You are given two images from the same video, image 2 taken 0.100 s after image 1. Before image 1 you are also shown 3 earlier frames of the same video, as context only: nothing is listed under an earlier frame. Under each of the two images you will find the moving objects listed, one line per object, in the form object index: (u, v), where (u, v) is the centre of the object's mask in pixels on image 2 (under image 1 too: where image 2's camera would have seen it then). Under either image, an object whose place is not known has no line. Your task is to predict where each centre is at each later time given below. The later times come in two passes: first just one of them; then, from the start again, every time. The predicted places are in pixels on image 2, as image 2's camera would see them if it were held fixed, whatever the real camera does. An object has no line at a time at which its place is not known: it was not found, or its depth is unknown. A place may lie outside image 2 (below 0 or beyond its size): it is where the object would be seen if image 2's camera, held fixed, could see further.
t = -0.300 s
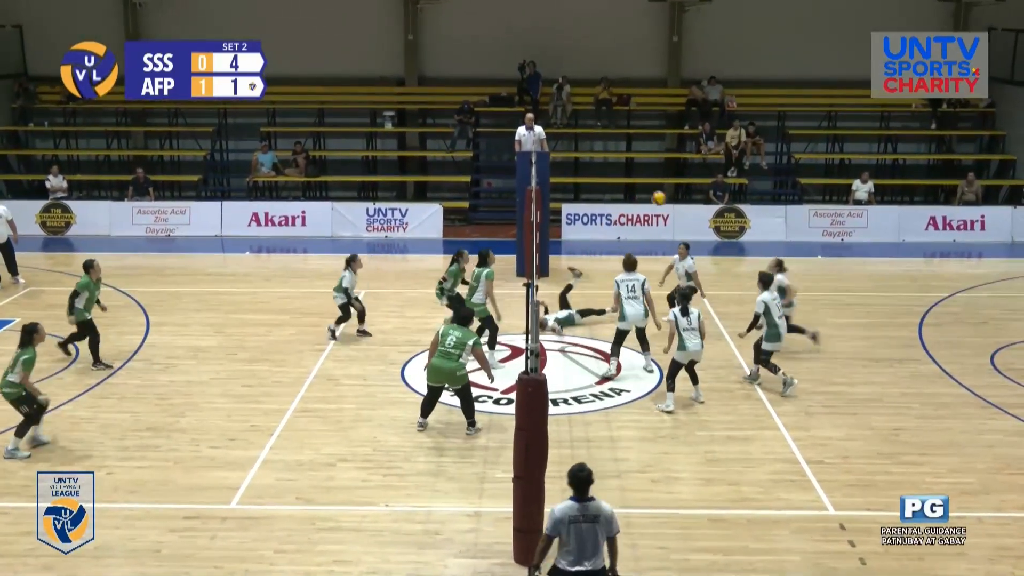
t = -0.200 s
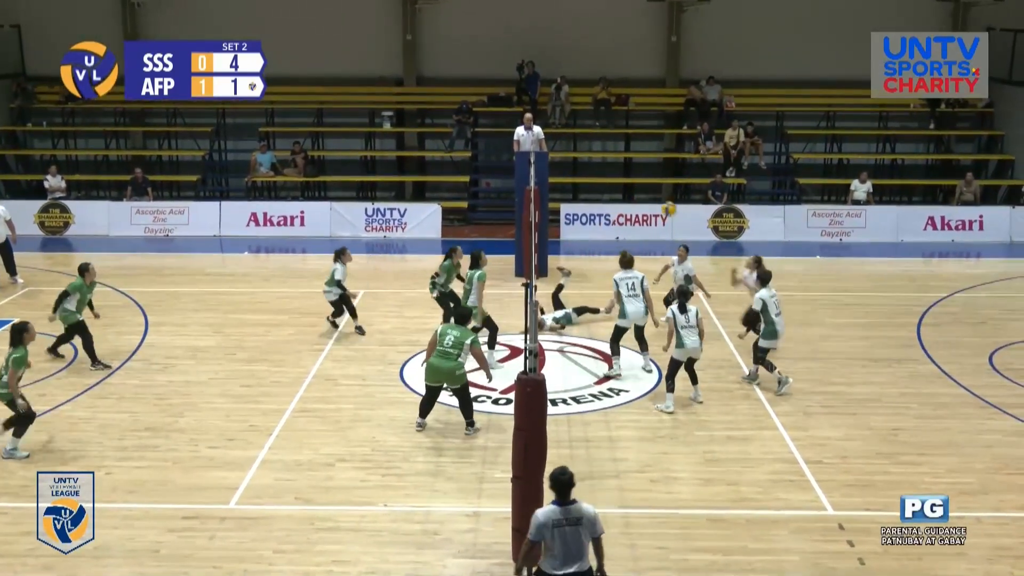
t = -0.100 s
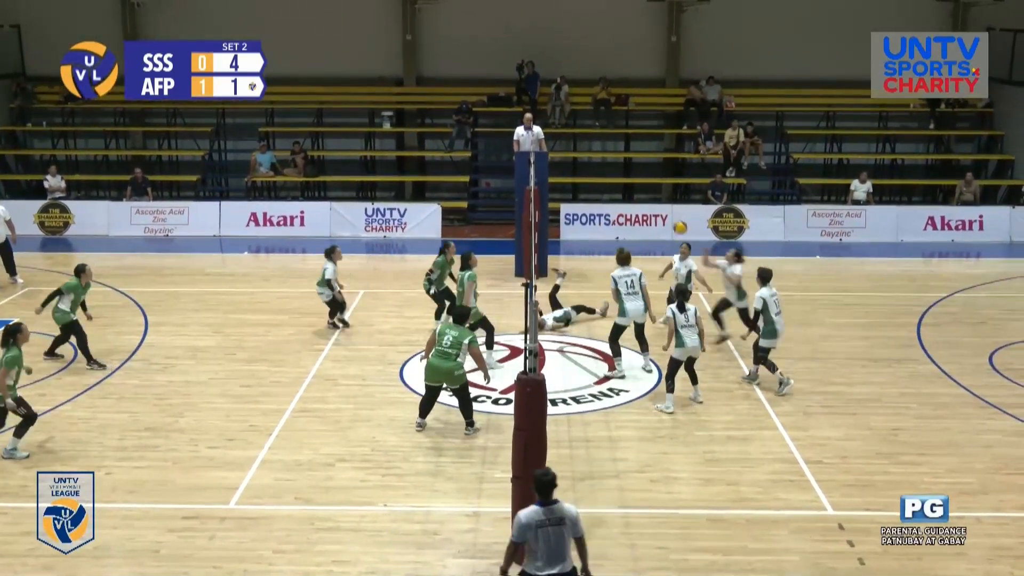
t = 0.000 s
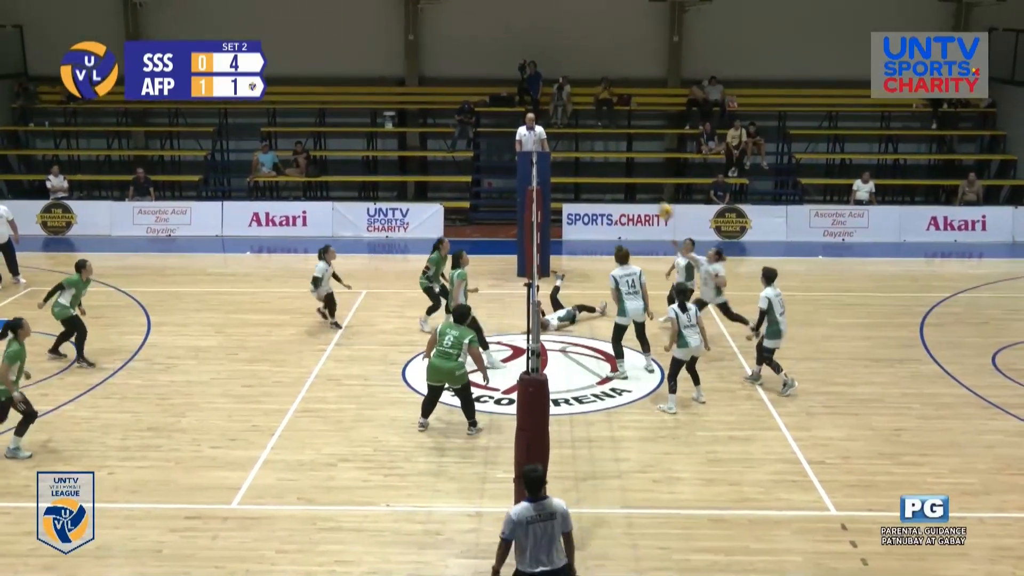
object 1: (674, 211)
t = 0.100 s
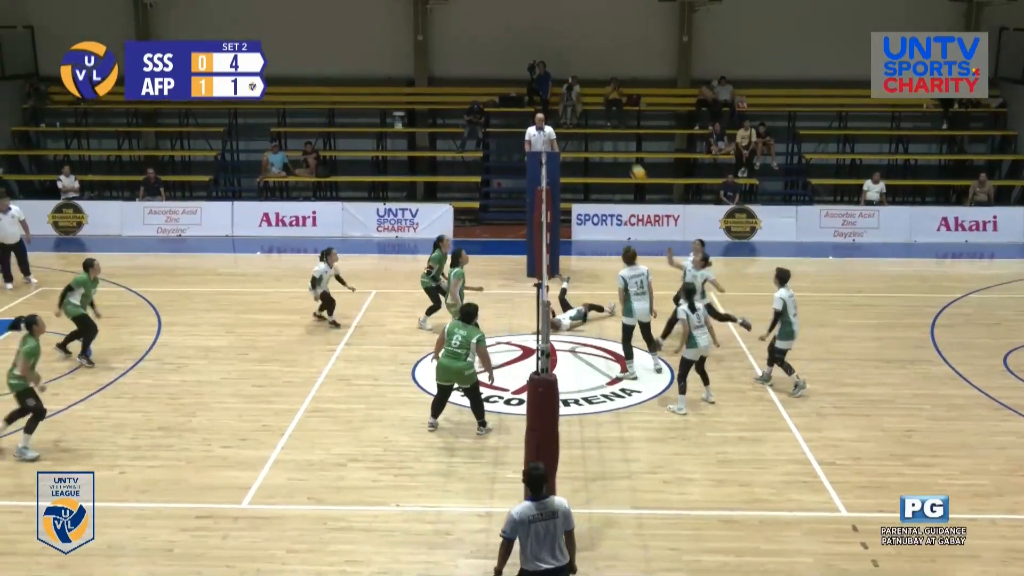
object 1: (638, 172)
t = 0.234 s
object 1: (594, 133)
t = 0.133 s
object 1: (627, 162)
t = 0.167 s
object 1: (615, 152)
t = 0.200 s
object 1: (605, 142)
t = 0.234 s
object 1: (594, 133)
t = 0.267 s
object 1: (583, 125)
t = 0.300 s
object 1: (573, 118)
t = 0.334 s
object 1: (562, 111)
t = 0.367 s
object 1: (551, 105)
